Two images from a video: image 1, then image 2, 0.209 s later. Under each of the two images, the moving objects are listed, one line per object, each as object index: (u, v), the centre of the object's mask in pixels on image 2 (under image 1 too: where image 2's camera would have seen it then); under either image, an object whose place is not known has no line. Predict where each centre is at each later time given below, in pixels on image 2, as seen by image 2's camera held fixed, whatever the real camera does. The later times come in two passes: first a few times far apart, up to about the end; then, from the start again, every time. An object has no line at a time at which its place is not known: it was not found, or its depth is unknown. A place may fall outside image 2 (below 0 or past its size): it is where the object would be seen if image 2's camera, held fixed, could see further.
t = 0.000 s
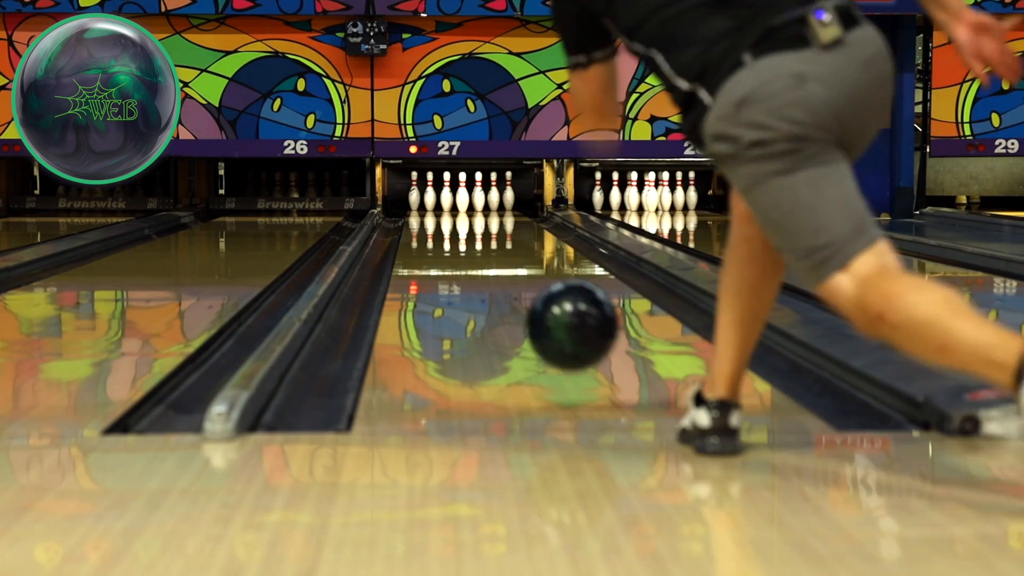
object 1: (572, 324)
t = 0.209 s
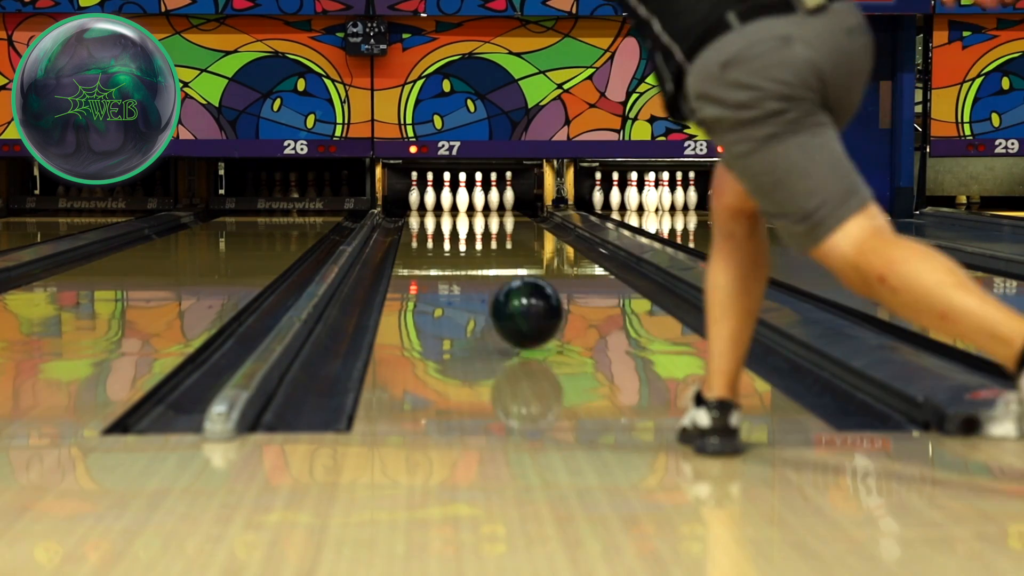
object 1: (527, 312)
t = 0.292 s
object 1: (514, 303)
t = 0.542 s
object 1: (486, 274)
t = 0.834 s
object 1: (466, 250)
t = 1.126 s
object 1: (453, 234)
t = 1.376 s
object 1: (446, 224)
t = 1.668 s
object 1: (440, 215)
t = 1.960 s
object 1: (439, 208)
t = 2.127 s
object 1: (442, 205)
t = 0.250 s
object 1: (520, 309)
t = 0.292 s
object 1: (514, 303)
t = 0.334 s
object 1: (509, 298)
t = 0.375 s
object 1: (503, 292)
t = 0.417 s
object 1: (499, 287)
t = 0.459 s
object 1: (494, 282)
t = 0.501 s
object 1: (490, 278)
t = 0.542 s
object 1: (486, 274)
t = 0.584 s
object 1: (483, 270)
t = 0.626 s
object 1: (479, 266)
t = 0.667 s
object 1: (476, 263)
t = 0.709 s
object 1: (473, 260)
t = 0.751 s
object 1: (471, 256)
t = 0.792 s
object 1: (468, 253)
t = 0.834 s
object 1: (466, 250)
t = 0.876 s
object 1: (464, 248)
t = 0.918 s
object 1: (462, 245)
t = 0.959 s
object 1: (460, 243)
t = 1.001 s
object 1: (458, 241)
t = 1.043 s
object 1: (456, 238)
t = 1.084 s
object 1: (454, 236)
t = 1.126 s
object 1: (453, 234)
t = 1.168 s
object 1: (451, 232)
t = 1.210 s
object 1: (450, 231)
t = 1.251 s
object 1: (449, 229)
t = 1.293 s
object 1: (448, 228)
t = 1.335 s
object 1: (447, 226)
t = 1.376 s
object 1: (446, 224)
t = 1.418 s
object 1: (445, 223)
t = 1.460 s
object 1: (444, 221)
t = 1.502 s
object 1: (443, 220)
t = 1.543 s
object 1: (442, 219)
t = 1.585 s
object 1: (441, 218)
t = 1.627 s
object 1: (441, 217)
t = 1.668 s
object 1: (440, 215)
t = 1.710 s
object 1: (440, 214)
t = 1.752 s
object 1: (439, 213)
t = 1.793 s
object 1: (439, 212)
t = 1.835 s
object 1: (439, 211)
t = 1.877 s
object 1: (439, 210)
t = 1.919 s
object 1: (439, 209)
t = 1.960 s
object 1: (439, 208)
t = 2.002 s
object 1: (440, 207)
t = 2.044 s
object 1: (440, 206)
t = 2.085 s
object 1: (441, 205)
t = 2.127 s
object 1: (442, 205)
